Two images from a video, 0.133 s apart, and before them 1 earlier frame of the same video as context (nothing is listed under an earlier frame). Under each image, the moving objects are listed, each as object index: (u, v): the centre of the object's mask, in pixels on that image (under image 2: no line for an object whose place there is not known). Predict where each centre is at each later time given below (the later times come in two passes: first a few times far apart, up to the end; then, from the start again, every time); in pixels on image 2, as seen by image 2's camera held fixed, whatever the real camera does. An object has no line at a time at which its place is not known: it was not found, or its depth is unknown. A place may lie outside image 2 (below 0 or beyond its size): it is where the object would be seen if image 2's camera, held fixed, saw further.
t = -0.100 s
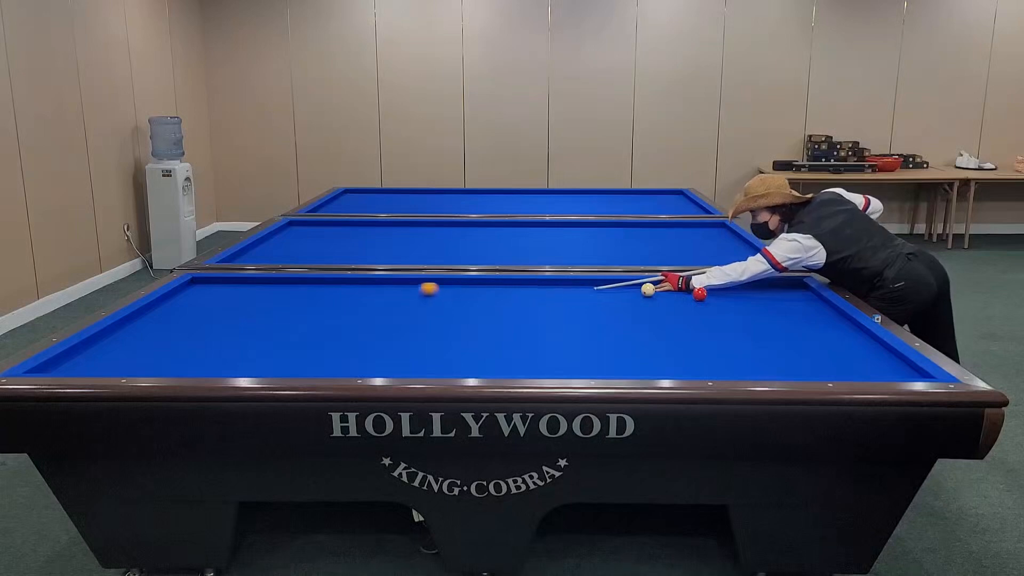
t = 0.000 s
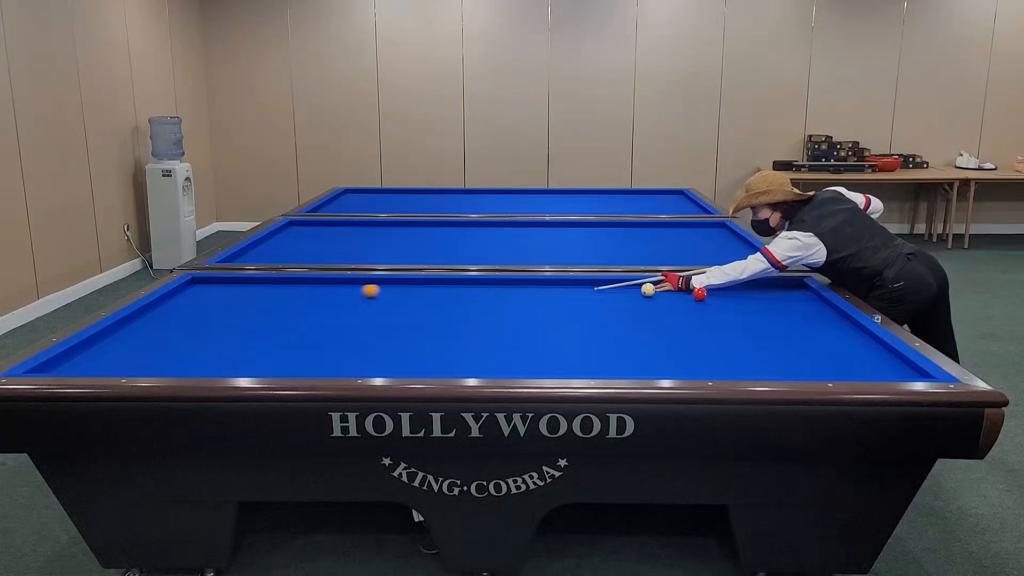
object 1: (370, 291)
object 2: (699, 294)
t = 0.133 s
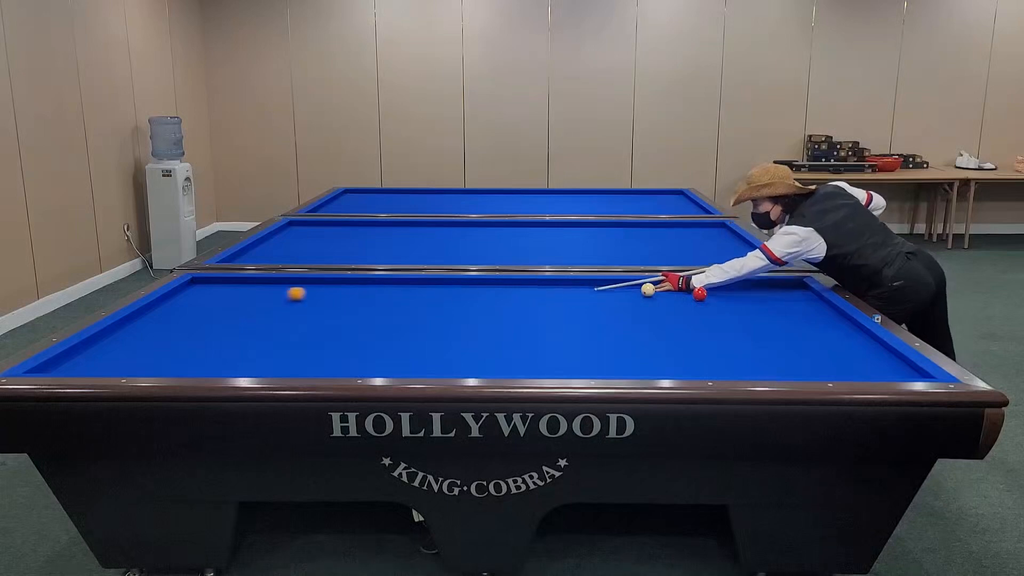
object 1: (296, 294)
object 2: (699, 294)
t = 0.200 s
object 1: (258, 295)
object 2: (699, 294)
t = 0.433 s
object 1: (183, 303)
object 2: (700, 294)
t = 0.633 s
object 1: (248, 317)
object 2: (700, 294)
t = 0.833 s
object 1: (301, 330)
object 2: (700, 294)
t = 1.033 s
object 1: (353, 345)
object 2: (700, 294)
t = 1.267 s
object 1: (420, 364)
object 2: (699, 294)
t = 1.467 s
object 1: (490, 367)
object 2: (699, 294)
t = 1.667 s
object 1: (558, 359)
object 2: (699, 294)
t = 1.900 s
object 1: (632, 349)
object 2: (700, 294)
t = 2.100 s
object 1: (692, 341)
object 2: (699, 294)
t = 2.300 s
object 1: (747, 334)
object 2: (699, 294)
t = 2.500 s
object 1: (799, 327)
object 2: (699, 294)
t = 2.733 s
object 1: (839, 318)
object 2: (699, 294)
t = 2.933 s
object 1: (793, 310)
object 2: (699, 294)
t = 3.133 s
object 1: (756, 303)
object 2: (699, 294)
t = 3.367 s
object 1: (716, 294)
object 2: (699, 294)
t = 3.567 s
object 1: (702, 288)
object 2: (683, 294)
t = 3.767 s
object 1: (689, 282)
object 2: (668, 294)
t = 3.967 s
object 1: (679, 285)
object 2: (652, 294)
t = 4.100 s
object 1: (673, 287)
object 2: (642, 294)
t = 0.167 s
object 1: (277, 295)
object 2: (699, 294)
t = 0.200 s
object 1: (258, 295)
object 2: (699, 294)
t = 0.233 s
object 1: (239, 296)
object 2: (699, 293)
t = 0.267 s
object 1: (220, 297)
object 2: (699, 293)
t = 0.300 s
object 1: (200, 298)
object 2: (699, 294)
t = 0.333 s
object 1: (181, 298)
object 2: (699, 294)
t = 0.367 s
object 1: (162, 299)
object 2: (700, 294)
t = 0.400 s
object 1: (171, 301)
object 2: (700, 294)
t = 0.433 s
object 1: (183, 303)
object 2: (700, 294)
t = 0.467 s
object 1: (195, 306)
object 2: (699, 294)
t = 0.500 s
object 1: (205, 308)
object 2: (700, 294)
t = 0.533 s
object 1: (216, 310)
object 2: (699, 294)
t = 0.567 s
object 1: (227, 312)
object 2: (699, 294)
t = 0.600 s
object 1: (238, 314)
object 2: (700, 294)
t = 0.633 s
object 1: (248, 317)
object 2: (700, 294)
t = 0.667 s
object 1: (258, 319)
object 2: (700, 294)
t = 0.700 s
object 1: (267, 321)
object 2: (700, 294)
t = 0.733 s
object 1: (276, 323)
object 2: (700, 294)
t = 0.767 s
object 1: (285, 325)
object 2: (700, 294)
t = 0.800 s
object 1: (293, 328)
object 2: (700, 294)
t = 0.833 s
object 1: (301, 330)
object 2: (700, 294)
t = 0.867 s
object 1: (309, 333)
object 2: (700, 294)
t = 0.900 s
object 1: (318, 335)
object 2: (700, 294)
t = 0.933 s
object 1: (326, 337)
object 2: (700, 294)
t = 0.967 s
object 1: (335, 340)
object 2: (700, 294)
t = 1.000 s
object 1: (344, 342)
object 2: (700, 294)
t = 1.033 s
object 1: (353, 345)
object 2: (700, 294)
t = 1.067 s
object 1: (362, 347)
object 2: (700, 294)
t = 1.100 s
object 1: (371, 350)
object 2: (700, 294)
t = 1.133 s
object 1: (381, 353)
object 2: (700, 294)
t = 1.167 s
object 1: (391, 356)
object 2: (700, 294)
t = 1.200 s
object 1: (400, 358)
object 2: (699, 294)
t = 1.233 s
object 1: (410, 361)
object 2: (700, 294)
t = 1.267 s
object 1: (420, 364)
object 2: (699, 294)
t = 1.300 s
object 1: (431, 366)
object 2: (699, 294)
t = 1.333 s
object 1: (442, 368)
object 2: (699, 294)
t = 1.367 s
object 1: (452, 370)
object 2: (699, 294)
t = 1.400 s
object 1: (465, 370)
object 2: (699, 294)
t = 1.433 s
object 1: (477, 369)
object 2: (699, 294)
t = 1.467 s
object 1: (490, 367)
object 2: (699, 294)
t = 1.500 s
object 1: (501, 366)
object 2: (699, 294)
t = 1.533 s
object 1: (513, 365)
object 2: (699, 294)
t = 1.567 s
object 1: (525, 363)
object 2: (699, 294)
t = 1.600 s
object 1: (536, 362)
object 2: (699, 294)
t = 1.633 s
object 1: (548, 360)
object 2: (699, 294)
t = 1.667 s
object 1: (558, 359)
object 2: (699, 294)
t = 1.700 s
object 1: (569, 357)
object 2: (699, 294)
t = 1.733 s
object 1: (580, 356)
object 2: (699, 294)
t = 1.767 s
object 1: (591, 354)
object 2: (699, 294)
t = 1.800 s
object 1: (602, 353)
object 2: (699, 294)
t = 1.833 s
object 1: (612, 352)
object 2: (699, 294)
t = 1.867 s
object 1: (622, 350)
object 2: (699, 294)
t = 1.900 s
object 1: (632, 349)
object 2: (700, 294)
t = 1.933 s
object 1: (643, 348)
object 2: (699, 294)
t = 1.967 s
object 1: (653, 346)
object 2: (699, 294)
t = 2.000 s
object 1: (662, 345)
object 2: (699, 294)
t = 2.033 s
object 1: (672, 343)
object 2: (699, 294)
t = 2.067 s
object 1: (682, 342)
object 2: (699, 294)
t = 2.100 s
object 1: (692, 341)
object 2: (699, 294)
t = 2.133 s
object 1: (701, 340)
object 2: (699, 294)
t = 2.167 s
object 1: (710, 338)
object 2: (699, 294)
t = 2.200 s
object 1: (720, 337)
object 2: (699, 294)
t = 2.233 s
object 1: (729, 336)
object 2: (699, 294)
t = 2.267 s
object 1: (738, 335)
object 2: (699, 294)
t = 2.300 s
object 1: (747, 334)
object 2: (699, 294)
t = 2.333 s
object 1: (756, 332)
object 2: (699, 294)
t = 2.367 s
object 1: (765, 331)
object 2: (700, 294)
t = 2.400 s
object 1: (774, 330)
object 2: (700, 294)
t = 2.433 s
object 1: (783, 329)
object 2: (699, 294)
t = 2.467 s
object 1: (791, 328)
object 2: (699, 294)
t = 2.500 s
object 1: (799, 327)
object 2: (699, 294)
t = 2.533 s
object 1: (808, 326)
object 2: (699, 294)
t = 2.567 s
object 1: (816, 324)
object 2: (699, 294)
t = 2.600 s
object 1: (825, 323)
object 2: (699, 294)
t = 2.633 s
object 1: (833, 322)
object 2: (699, 294)
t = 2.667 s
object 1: (841, 321)
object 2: (699, 294)
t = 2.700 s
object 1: (847, 320)
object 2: (699, 294)
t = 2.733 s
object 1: (839, 318)
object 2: (699, 294)
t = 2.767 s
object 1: (829, 317)
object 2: (699, 294)
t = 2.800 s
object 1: (821, 315)
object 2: (699, 294)
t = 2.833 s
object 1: (813, 314)
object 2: (699, 294)
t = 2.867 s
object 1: (806, 313)
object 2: (699, 294)
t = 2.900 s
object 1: (799, 311)
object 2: (699, 294)
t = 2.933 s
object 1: (793, 310)
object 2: (699, 294)
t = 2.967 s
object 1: (786, 309)
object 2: (699, 294)
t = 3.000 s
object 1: (780, 307)
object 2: (699, 294)
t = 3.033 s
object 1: (774, 306)
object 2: (699, 294)
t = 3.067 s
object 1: (768, 305)
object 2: (699, 294)
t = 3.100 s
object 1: (762, 304)
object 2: (699, 294)
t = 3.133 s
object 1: (756, 303)
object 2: (699, 294)
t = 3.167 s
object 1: (750, 301)
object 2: (699, 294)
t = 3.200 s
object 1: (744, 300)
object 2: (699, 294)
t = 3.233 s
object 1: (738, 299)
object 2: (699, 294)
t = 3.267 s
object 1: (733, 298)
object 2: (699, 294)
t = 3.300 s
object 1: (727, 297)
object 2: (699, 294)
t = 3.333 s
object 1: (722, 295)
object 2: (699, 294)
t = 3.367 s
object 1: (716, 294)
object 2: (699, 294)
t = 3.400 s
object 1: (713, 293)
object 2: (697, 294)
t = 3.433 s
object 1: (711, 292)
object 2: (694, 294)
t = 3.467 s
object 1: (709, 291)
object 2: (691, 294)
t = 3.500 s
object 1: (706, 290)
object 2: (688, 294)
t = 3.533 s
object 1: (704, 289)
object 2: (686, 294)
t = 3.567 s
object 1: (702, 288)
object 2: (683, 294)
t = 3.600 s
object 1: (700, 287)
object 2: (681, 294)
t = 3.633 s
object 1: (698, 286)
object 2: (678, 293)
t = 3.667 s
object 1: (695, 285)
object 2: (675, 293)
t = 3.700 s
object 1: (693, 284)
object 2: (673, 294)
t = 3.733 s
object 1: (691, 283)
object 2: (670, 294)
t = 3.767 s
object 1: (689, 282)
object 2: (668, 294)
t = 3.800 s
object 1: (687, 282)
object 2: (665, 293)
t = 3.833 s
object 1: (686, 283)
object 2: (663, 293)
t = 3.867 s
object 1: (684, 283)
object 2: (660, 294)
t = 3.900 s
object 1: (683, 284)
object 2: (658, 294)
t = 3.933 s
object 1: (681, 284)
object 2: (655, 294)
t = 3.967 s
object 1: (679, 285)
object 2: (652, 294)
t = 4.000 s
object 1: (678, 285)
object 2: (650, 294)
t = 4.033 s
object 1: (676, 286)
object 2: (647, 294)
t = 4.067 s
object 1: (675, 286)
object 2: (645, 294)
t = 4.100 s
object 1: (673, 287)
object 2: (642, 294)
